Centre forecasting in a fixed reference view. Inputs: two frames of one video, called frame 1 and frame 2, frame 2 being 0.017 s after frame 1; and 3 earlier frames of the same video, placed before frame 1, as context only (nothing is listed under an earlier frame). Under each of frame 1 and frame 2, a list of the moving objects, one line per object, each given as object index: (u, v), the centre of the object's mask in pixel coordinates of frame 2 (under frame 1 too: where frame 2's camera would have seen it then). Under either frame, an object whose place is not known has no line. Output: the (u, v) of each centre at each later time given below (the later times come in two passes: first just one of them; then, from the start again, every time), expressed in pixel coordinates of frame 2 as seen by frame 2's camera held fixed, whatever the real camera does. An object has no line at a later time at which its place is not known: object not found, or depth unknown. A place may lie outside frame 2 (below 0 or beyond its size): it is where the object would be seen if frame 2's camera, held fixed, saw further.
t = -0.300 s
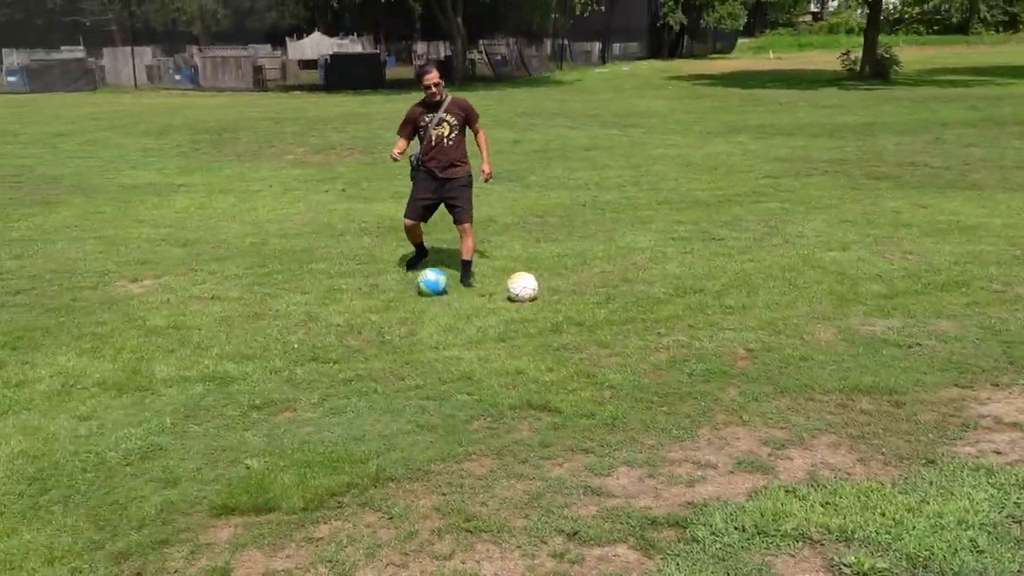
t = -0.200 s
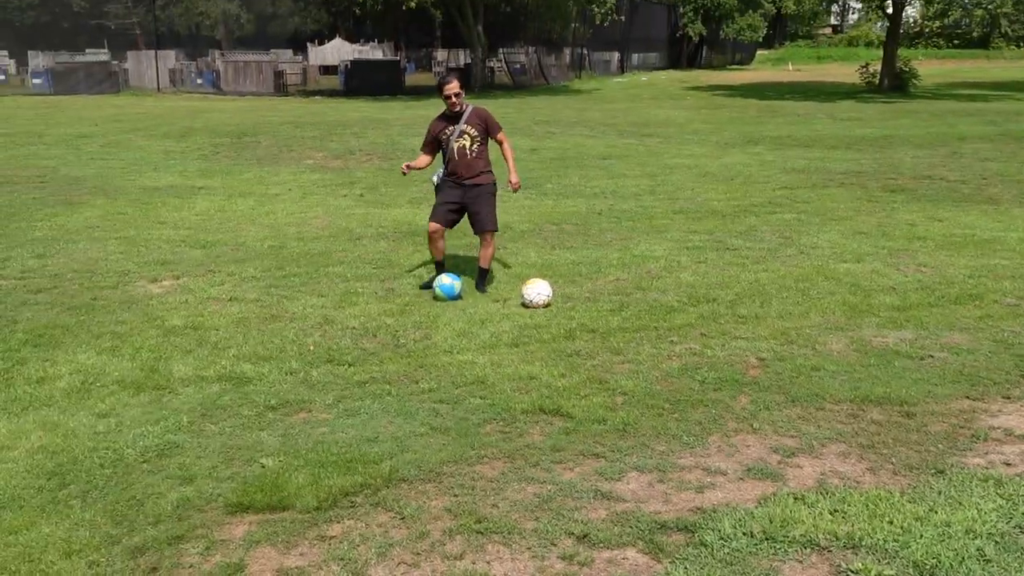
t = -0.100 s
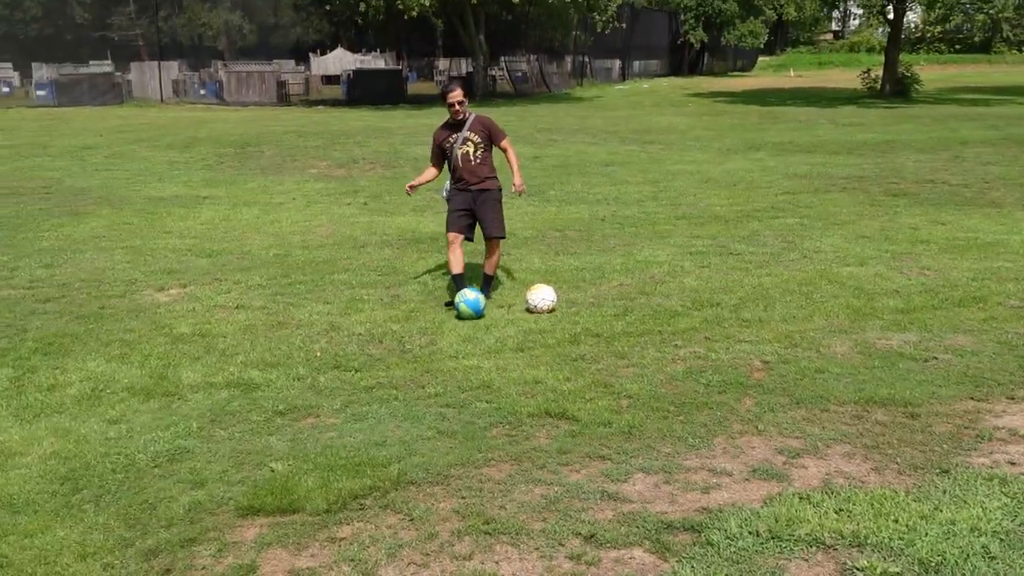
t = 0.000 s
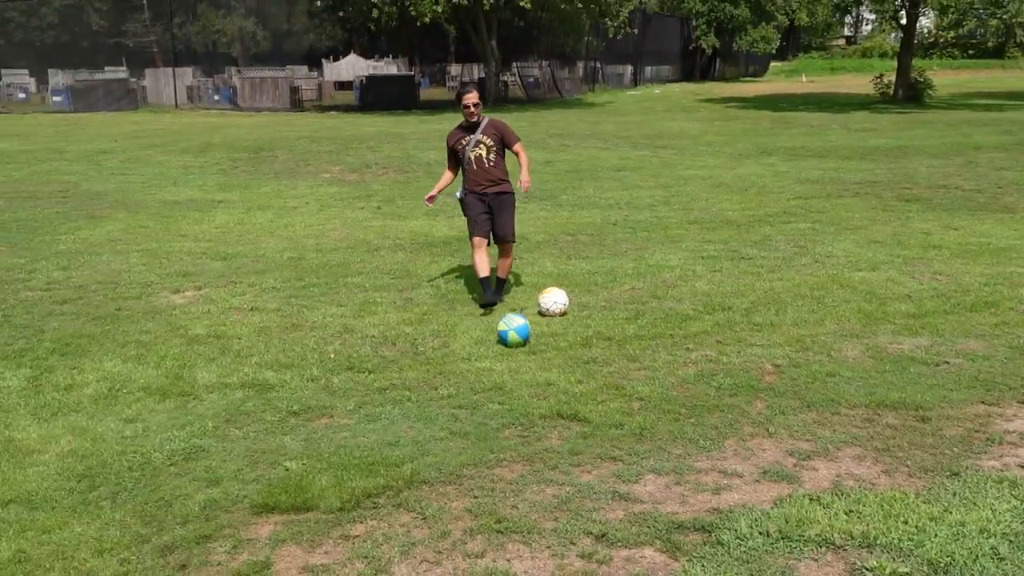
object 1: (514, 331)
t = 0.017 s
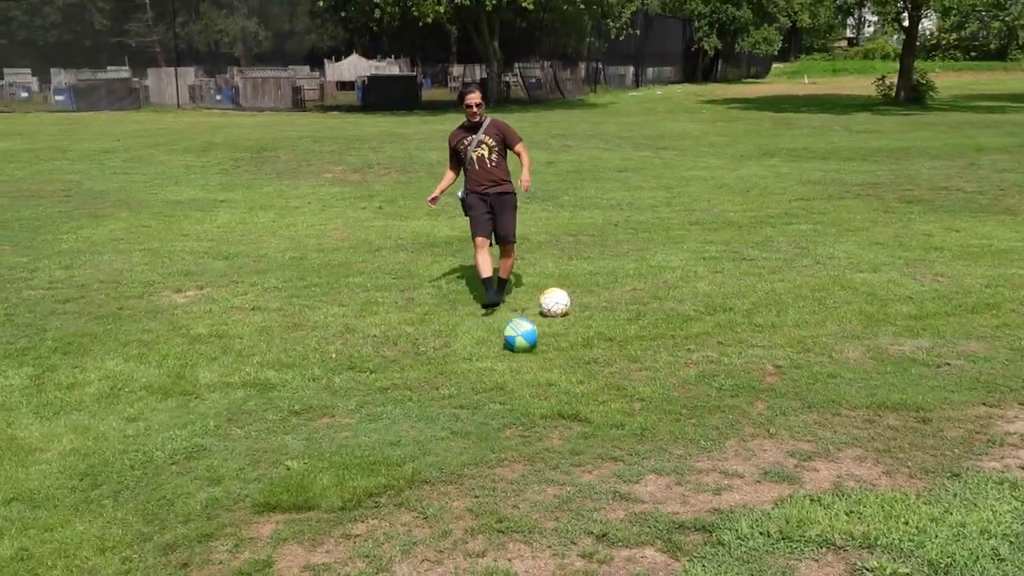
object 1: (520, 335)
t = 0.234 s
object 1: (585, 380)
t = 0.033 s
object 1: (526, 340)
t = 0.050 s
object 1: (531, 344)
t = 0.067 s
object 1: (537, 349)
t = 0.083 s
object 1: (542, 353)
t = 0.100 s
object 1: (547, 356)
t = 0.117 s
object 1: (552, 359)
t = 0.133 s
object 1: (557, 361)
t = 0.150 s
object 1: (562, 364)
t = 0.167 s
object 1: (566, 367)
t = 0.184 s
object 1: (571, 370)
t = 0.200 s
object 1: (576, 373)
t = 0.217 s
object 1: (580, 376)
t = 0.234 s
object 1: (585, 380)
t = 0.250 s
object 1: (590, 384)
